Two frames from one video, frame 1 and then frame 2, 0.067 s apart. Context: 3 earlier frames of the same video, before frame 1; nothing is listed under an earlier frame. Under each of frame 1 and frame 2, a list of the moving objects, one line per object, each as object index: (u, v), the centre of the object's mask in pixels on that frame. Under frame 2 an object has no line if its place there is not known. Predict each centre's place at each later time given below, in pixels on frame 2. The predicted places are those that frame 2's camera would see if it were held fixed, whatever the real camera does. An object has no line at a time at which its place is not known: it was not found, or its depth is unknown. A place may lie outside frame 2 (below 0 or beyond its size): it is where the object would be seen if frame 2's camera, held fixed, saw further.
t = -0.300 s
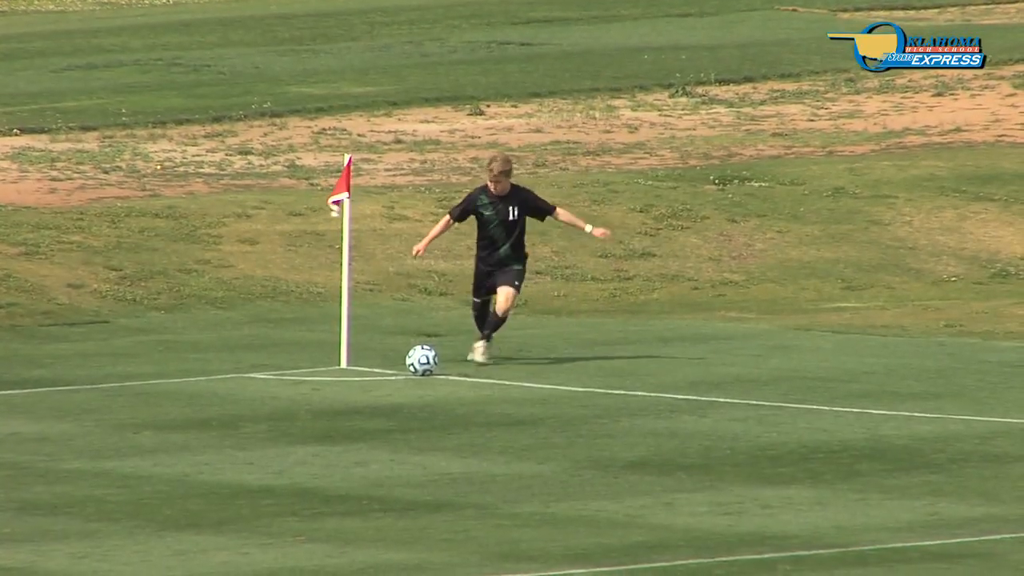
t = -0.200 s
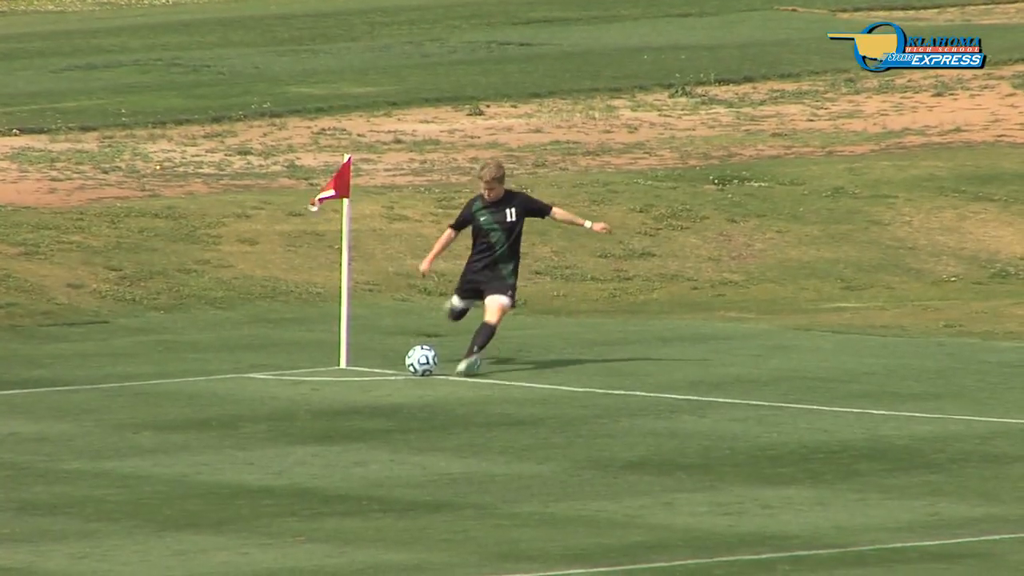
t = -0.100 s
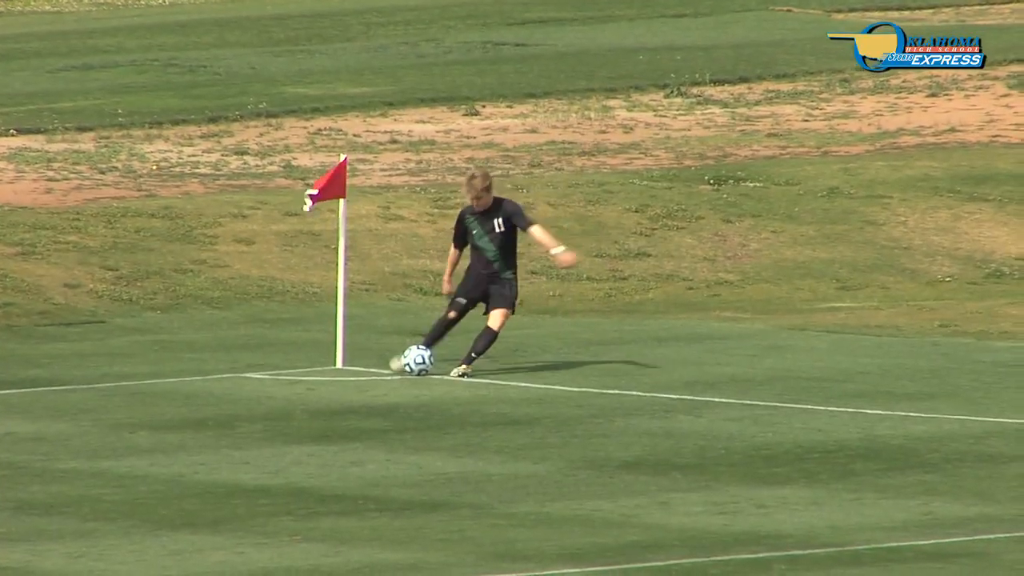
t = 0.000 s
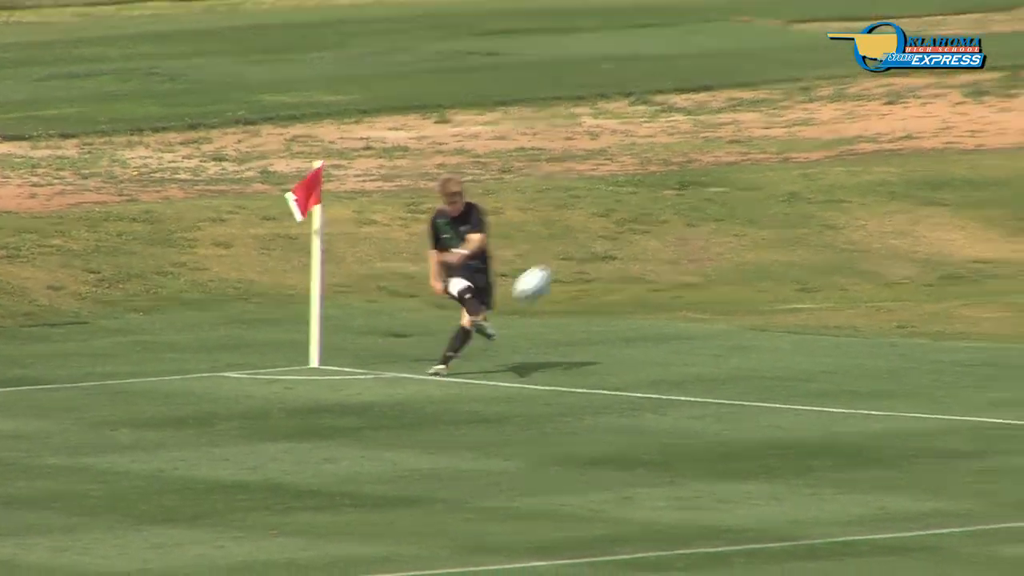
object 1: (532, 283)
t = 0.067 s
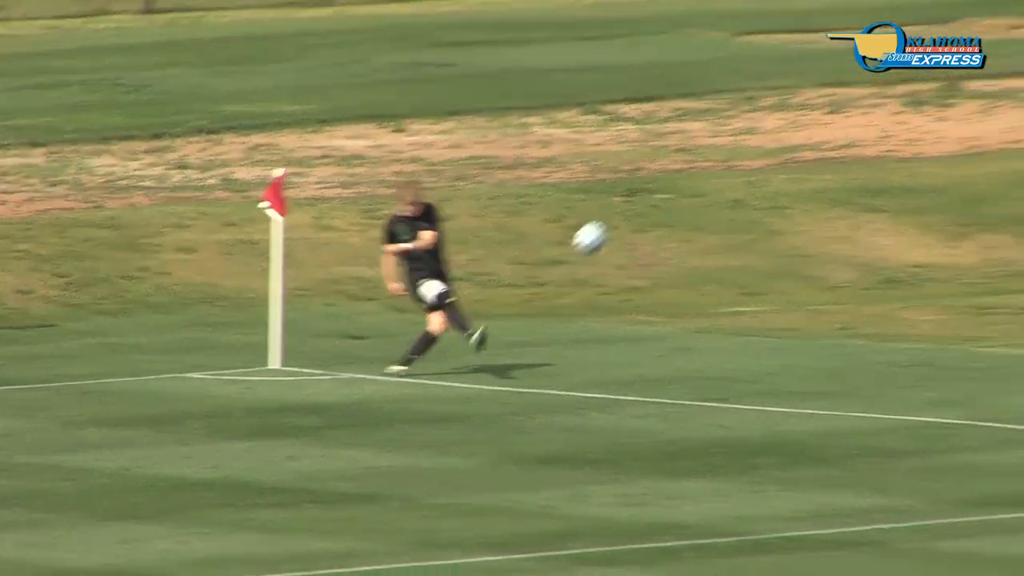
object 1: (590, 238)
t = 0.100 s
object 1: (641, 216)
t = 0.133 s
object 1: (691, 194)
